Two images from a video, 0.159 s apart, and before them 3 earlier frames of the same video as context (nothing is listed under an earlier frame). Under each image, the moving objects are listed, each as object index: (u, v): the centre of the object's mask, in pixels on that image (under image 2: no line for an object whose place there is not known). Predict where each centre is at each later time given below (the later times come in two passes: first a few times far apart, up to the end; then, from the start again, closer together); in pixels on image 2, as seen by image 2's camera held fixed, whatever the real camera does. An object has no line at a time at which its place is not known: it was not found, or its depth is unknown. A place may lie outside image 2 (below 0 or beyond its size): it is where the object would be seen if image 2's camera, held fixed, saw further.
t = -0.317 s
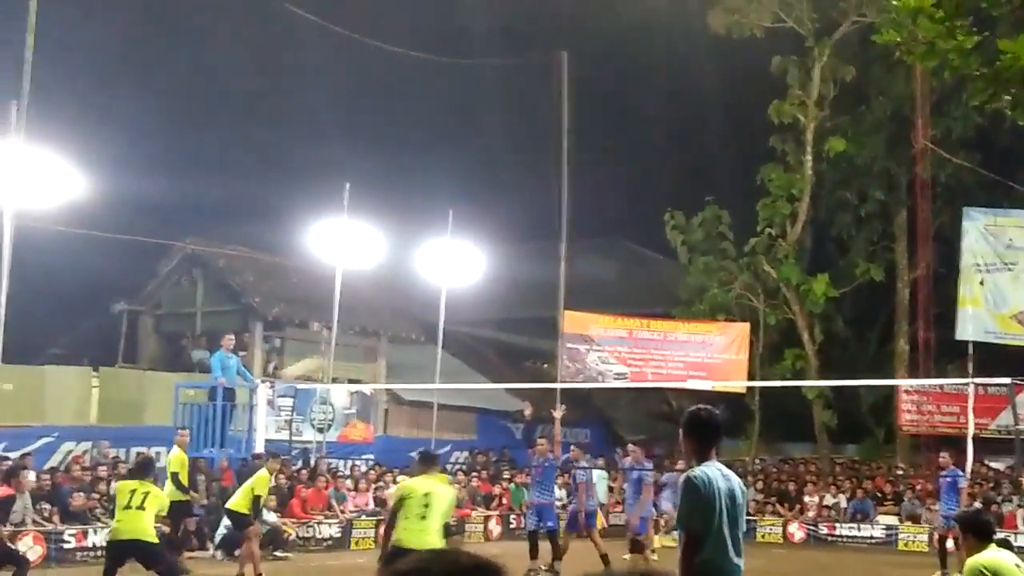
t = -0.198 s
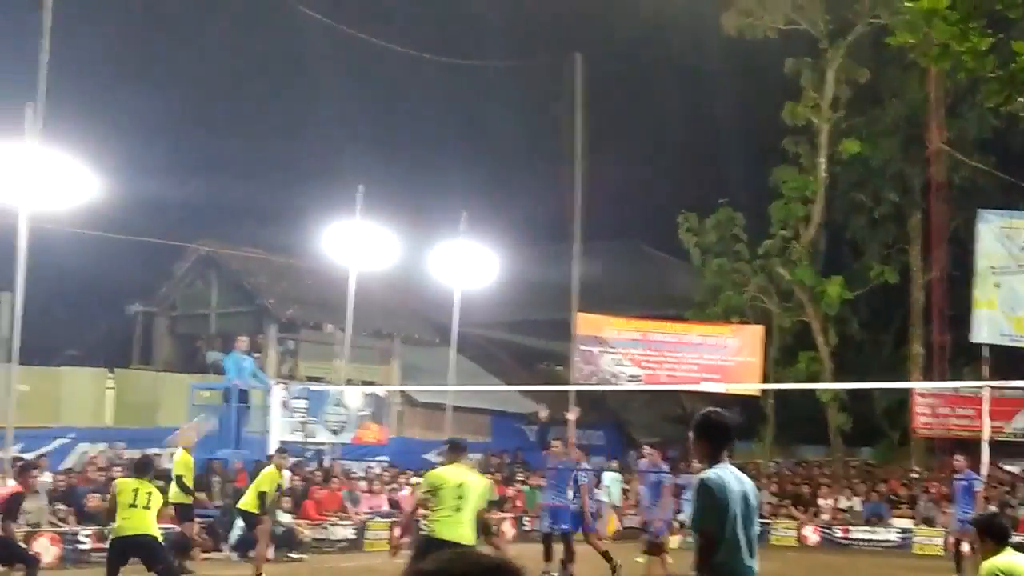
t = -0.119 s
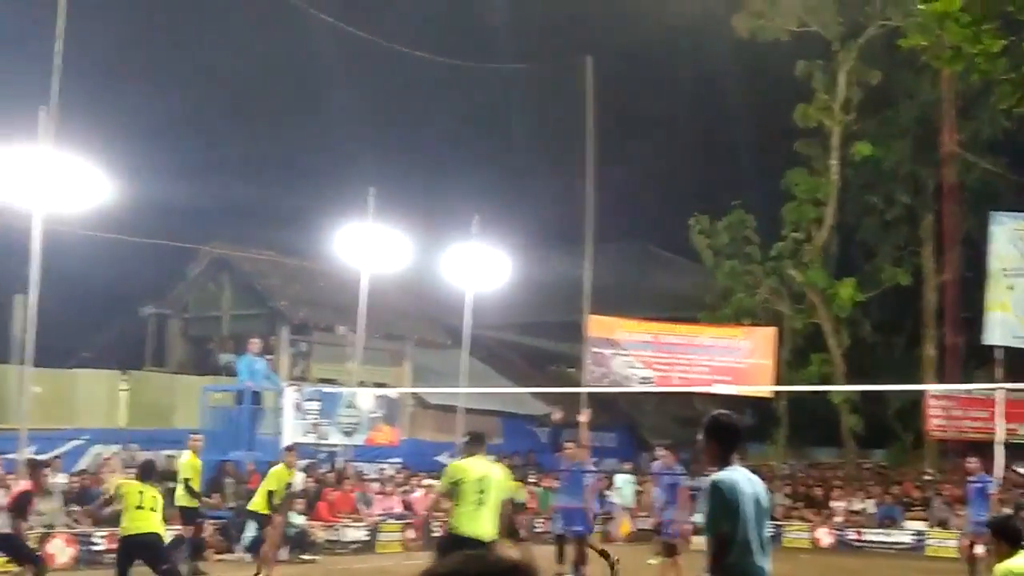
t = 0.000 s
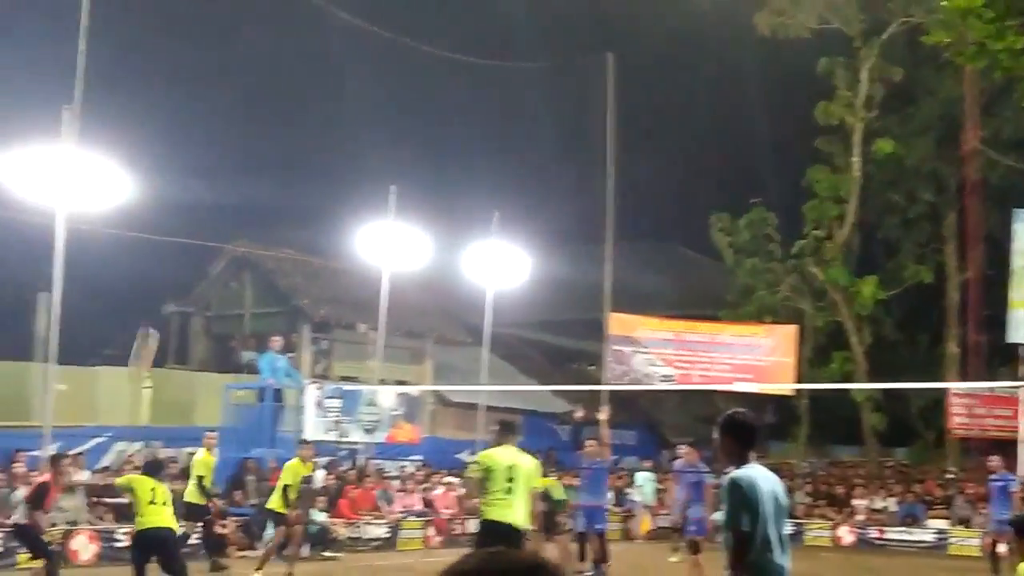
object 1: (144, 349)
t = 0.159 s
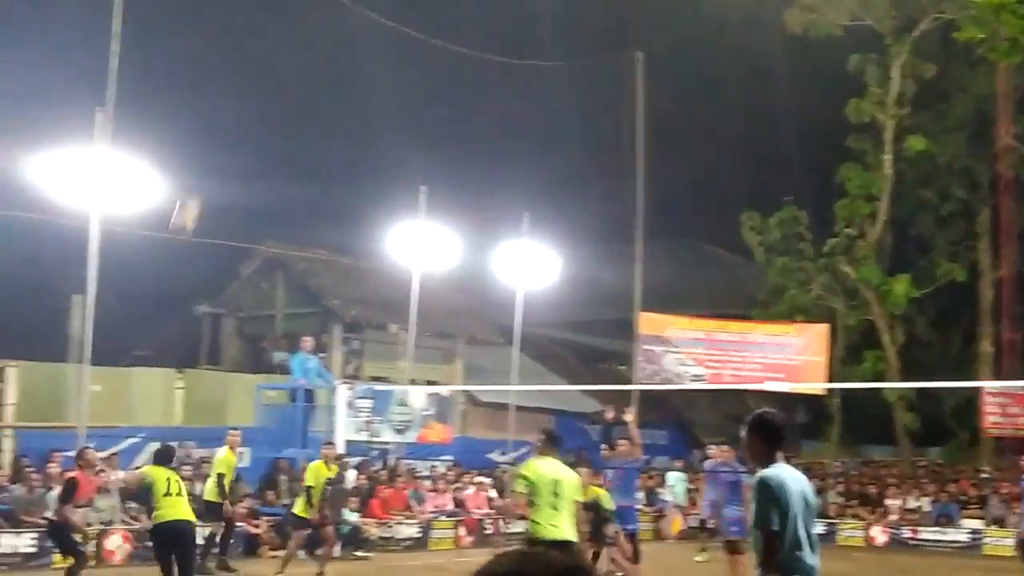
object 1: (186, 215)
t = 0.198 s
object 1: (187, 186)
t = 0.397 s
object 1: (195, 70)
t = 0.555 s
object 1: (202, 16)
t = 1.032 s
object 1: (198, -48)
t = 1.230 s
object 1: (193, -8)
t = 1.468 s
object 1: (187, 79)
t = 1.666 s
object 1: (179, 178)
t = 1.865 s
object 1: (172, 299)
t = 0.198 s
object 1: (187, 186)
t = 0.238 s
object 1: (189, 158)
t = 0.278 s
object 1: (190, 133)
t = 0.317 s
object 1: (192, 111)
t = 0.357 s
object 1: (194, 89)
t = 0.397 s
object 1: (195, 70)
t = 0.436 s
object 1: (196, 50)
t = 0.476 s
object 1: (198, 35)
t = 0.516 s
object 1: (199, 22)
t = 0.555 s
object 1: (202, 16)
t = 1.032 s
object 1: (198, -48)
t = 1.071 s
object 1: (194, -51)
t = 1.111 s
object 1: (194, -41)
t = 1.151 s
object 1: (193, -33)
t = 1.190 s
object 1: (192, -21)
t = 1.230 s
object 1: (193, -8)
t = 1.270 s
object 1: (192, 2)
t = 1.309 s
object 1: (191, 15)
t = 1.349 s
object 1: (189, 30)
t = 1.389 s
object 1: (187, 45)
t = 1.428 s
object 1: (186, 61)
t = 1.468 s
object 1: (187, 79)
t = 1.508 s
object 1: (184, 96)
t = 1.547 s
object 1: (183, 115)
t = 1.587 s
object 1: (181, 135)
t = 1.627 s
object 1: (180, 156)
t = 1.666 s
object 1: (179, 178)
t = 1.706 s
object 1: (176, 199)
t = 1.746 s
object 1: (175, 223)
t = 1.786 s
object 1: (173, 247)
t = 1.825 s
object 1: (173, 273)
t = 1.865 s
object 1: (172, 299)
